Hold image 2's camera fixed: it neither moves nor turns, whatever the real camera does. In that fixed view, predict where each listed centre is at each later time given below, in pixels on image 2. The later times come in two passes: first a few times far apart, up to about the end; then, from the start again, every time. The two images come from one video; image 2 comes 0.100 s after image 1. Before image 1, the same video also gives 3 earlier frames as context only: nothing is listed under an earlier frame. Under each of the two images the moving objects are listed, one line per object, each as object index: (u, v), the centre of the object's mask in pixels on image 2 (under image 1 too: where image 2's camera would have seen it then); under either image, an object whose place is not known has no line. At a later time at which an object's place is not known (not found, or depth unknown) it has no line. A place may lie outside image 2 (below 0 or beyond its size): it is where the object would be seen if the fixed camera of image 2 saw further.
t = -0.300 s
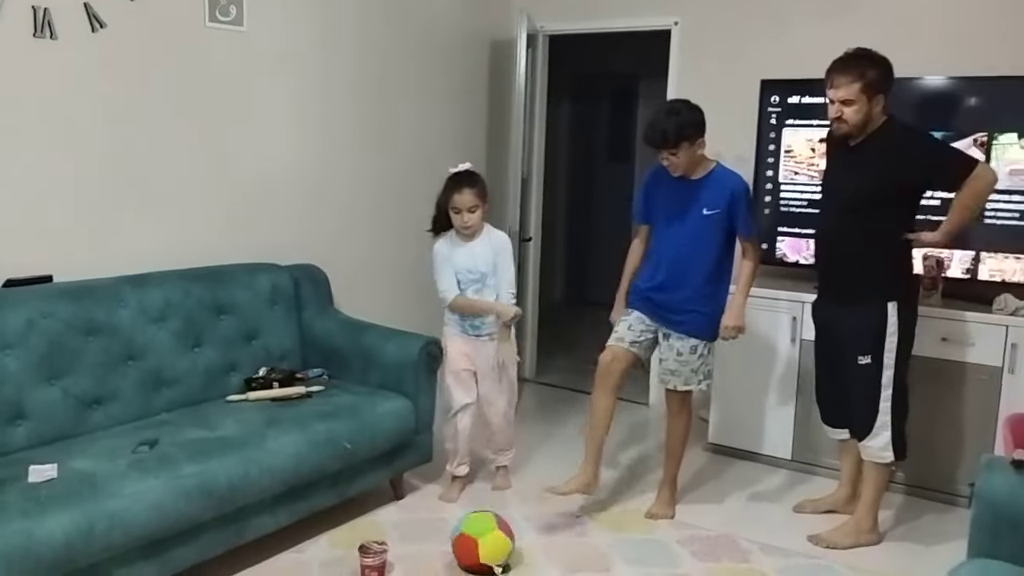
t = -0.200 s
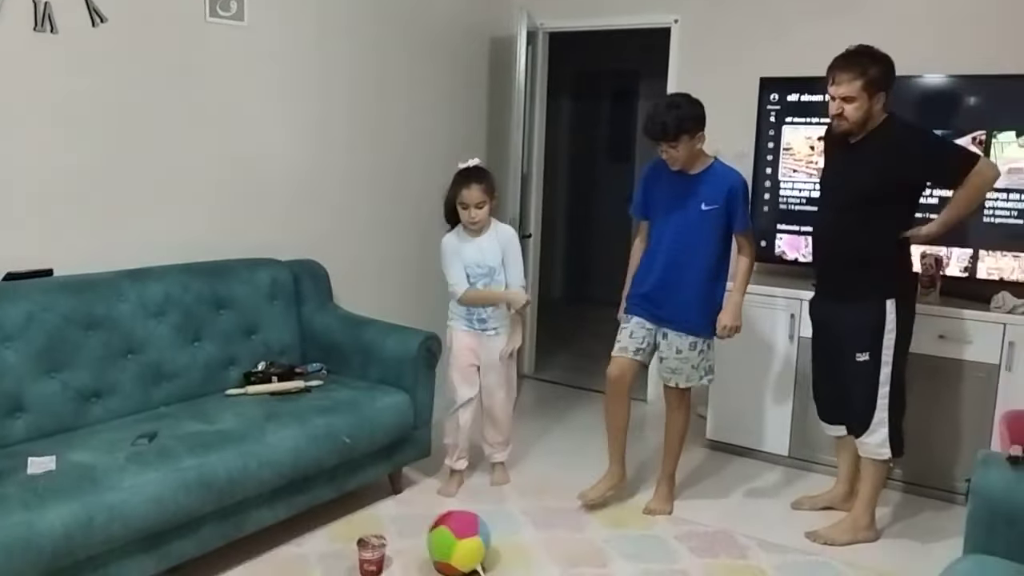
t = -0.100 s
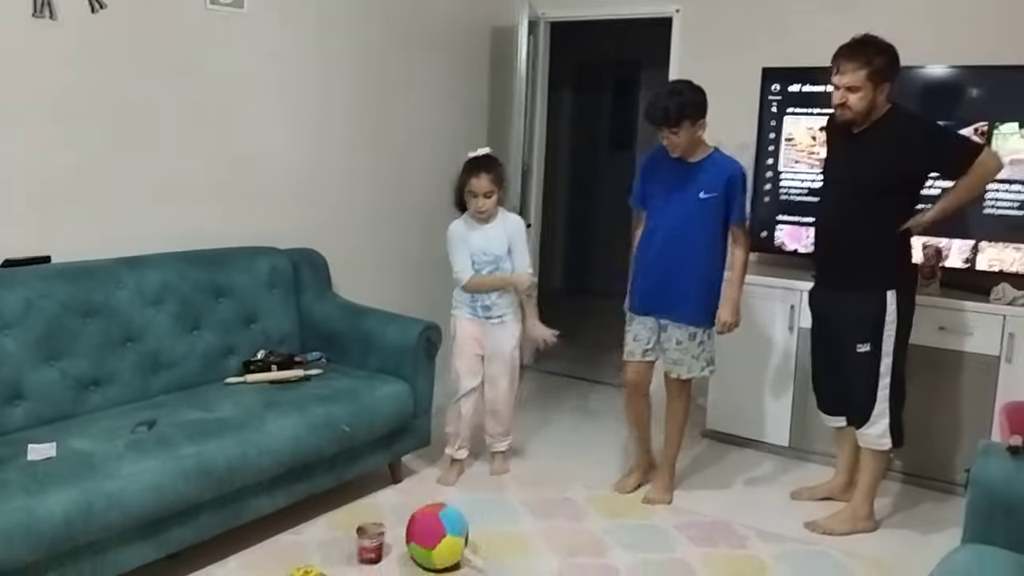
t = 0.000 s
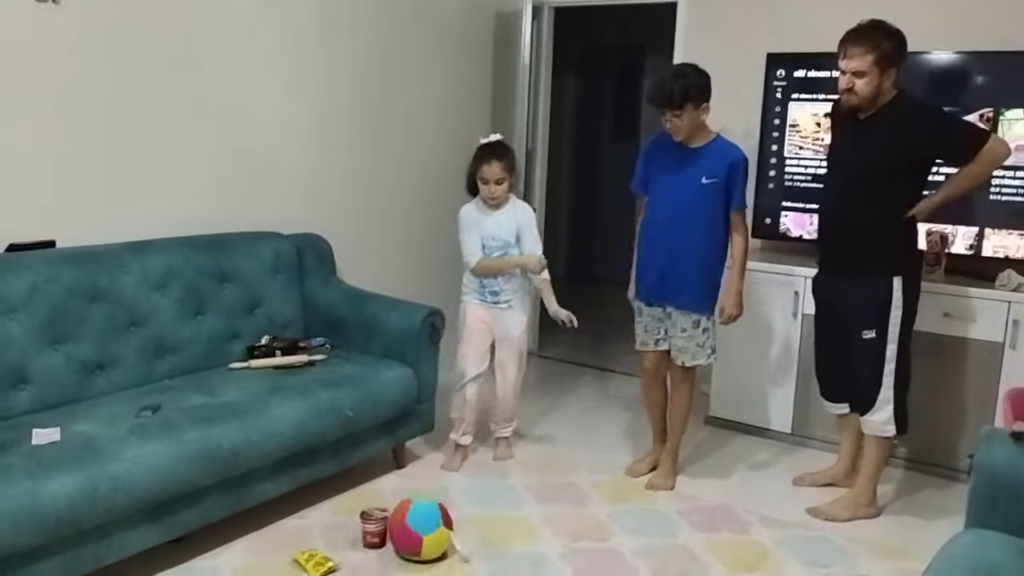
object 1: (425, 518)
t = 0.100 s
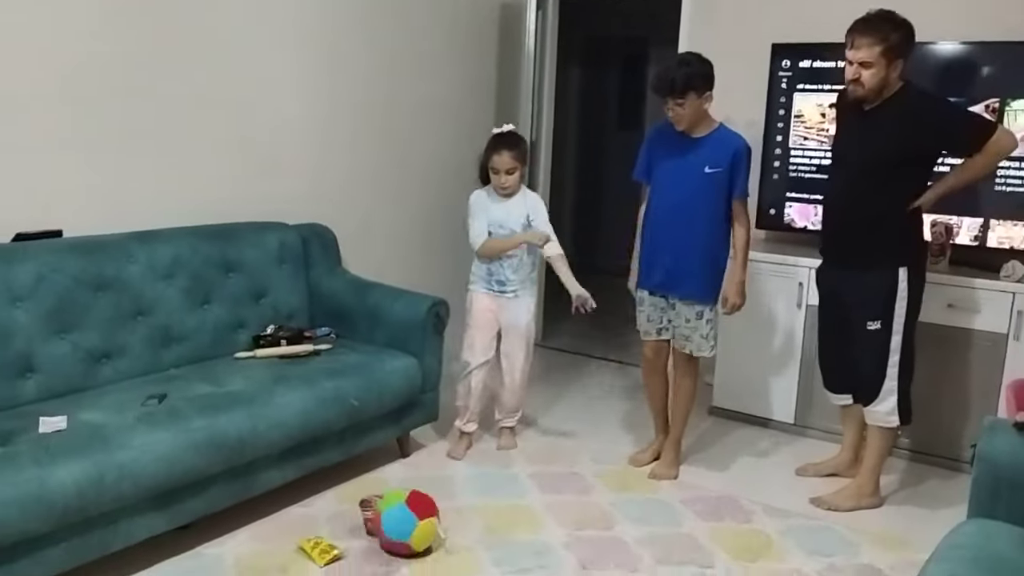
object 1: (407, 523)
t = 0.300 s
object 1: (371, 532)
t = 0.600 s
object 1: (337, 546)
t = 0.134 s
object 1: (400, 524)
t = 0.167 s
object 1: (395, 526)
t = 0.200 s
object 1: (388, 527)
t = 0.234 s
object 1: (382, 530)
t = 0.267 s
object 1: (377, 532)
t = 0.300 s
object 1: (371, 532)
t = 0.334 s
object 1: (366, 533)
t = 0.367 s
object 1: (355, 537)
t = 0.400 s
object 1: (352, 537)
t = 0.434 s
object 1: (349, 538)
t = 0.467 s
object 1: (346, 540)
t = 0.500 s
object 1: (345, 540)
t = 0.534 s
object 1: (343, 542)
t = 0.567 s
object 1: (339, 544)
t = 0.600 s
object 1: (337, 546)
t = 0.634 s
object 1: (334, 547)
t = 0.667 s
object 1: (332, 548)
